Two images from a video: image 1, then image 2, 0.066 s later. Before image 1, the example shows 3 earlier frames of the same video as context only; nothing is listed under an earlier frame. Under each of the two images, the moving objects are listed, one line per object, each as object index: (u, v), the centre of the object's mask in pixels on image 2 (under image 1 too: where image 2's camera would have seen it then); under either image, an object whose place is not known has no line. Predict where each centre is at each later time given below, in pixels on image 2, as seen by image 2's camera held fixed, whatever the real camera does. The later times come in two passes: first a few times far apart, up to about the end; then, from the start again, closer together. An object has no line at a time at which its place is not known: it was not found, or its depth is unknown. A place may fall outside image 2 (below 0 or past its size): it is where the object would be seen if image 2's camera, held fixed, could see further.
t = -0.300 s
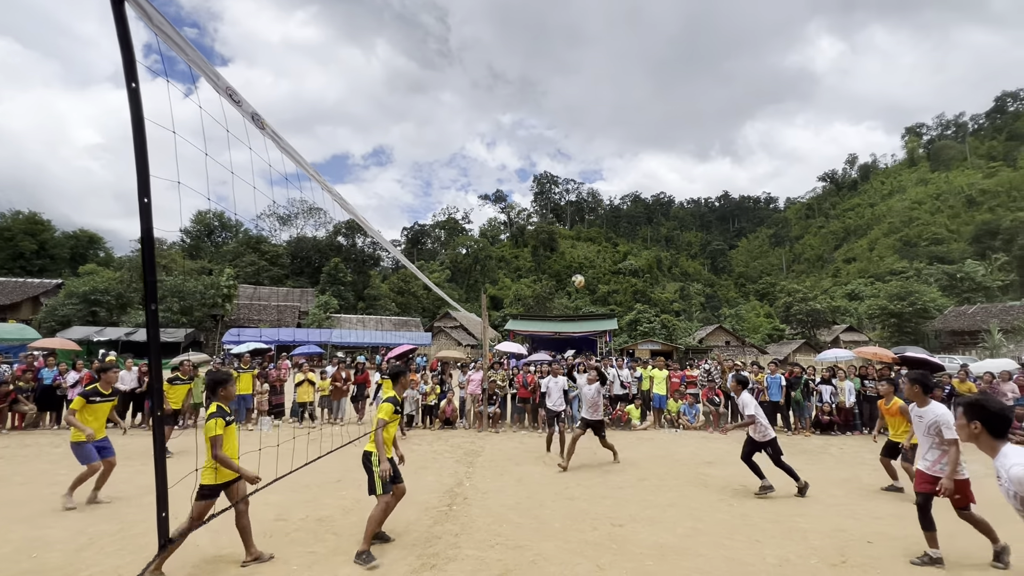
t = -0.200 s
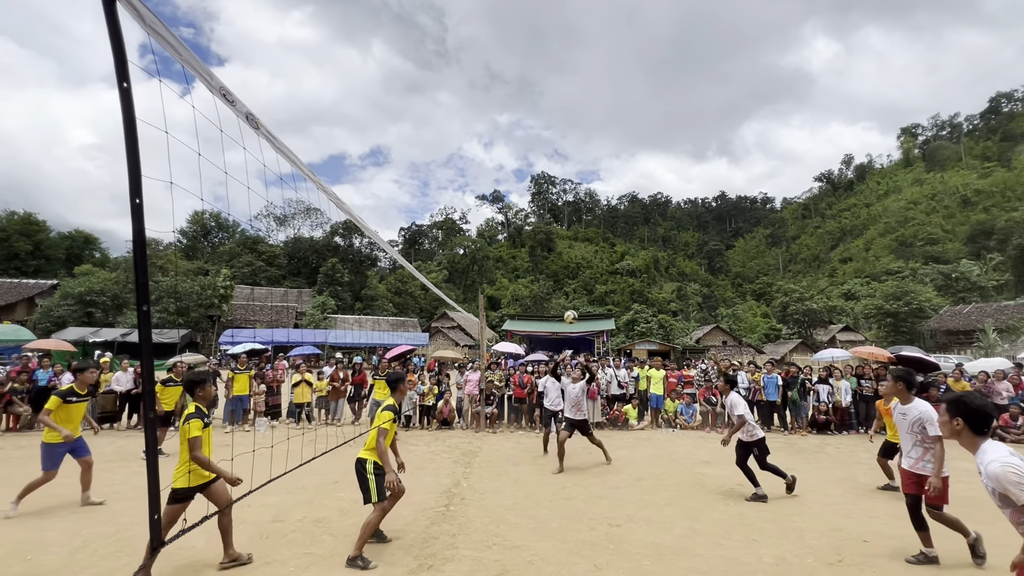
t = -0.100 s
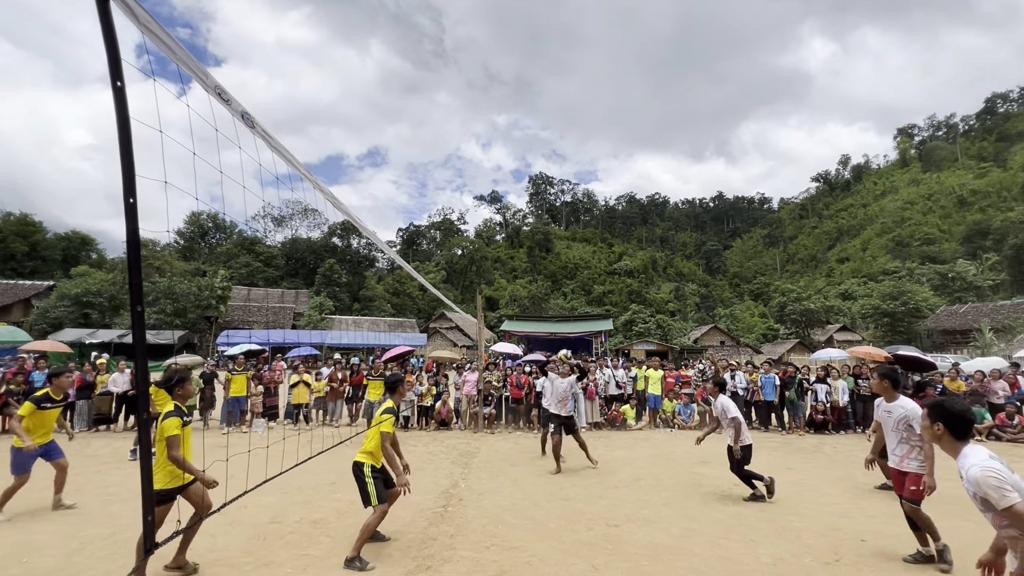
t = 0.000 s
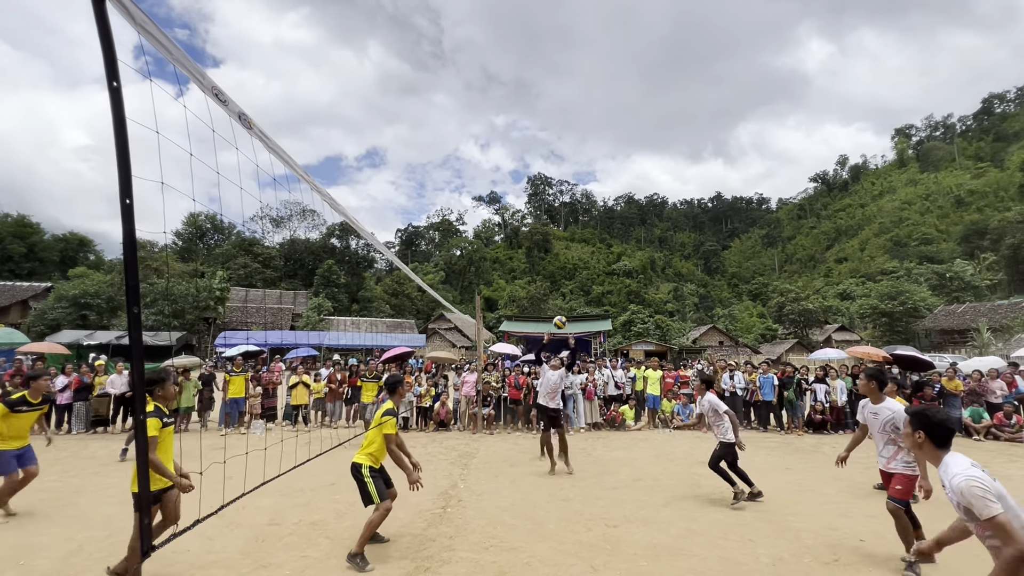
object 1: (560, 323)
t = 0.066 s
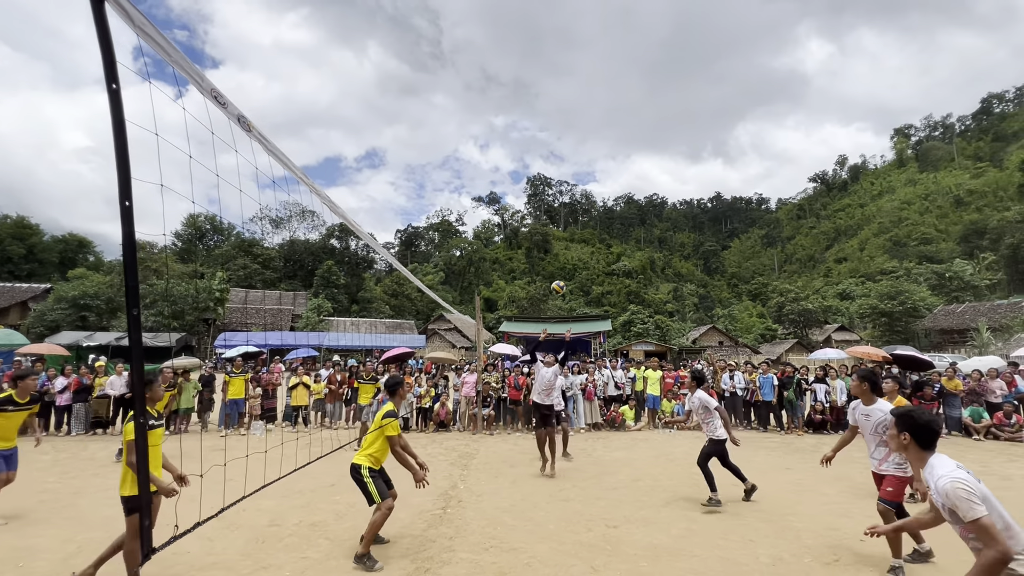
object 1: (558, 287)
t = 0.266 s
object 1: (555, 202)
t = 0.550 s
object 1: (545, 107)
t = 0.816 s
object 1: (534, 60)
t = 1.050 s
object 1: (522, 62)
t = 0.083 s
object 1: (558, 279)
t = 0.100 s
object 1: (557, 271)
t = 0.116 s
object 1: (557, 262)
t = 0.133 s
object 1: (557, 254)
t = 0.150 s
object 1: (556, 246)
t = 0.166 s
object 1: (556, 238)
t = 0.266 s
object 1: (555, 202)
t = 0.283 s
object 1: (554, 195)
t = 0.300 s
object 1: (553, 189)
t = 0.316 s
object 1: (553, 182)
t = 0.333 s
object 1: (552, 176)
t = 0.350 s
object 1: (551, 170)
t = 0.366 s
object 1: (551, 163)
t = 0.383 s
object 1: (550, 158)
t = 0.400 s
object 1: (550, 152)
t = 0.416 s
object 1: (550, 146)
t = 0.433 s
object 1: (549, 141)
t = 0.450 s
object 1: (549, 135)
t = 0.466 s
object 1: (548, 130)
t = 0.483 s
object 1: (547, 125)
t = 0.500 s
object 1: (547, 120)
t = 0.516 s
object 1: (546, 116)
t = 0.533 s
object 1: (546, 111)
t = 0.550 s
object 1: (545, 107)
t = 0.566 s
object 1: (545, 102)
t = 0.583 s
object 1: (544, 98)
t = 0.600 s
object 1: (543, 95)
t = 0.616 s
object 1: (543, 91)
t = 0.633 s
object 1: (542, 87)
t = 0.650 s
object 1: (541, 84)
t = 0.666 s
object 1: (541, 81)
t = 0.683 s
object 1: (540, 78)
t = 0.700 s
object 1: (539, 75)
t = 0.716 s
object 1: (538, 72)
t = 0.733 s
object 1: (538, 70)
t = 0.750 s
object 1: (537, 67)
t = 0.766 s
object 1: (536, 65)
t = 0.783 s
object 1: (535, 63)
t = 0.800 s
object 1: (535, 61)
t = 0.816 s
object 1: (534, 60)
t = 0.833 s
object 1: (533, 59)
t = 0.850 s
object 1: (533, 58)
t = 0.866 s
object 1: (532, 57)
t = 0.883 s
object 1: (531, 56)
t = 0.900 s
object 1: (530, 56)
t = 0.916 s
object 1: (530, 55)
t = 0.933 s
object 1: (529, 55)
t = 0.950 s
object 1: (528, 56)
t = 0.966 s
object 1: (527, 56)
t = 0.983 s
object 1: (526, 57)
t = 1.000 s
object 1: (525, 58)
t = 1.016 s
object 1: (524, 59)
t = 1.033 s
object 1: (523, 60)
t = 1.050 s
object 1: (522, 62)
